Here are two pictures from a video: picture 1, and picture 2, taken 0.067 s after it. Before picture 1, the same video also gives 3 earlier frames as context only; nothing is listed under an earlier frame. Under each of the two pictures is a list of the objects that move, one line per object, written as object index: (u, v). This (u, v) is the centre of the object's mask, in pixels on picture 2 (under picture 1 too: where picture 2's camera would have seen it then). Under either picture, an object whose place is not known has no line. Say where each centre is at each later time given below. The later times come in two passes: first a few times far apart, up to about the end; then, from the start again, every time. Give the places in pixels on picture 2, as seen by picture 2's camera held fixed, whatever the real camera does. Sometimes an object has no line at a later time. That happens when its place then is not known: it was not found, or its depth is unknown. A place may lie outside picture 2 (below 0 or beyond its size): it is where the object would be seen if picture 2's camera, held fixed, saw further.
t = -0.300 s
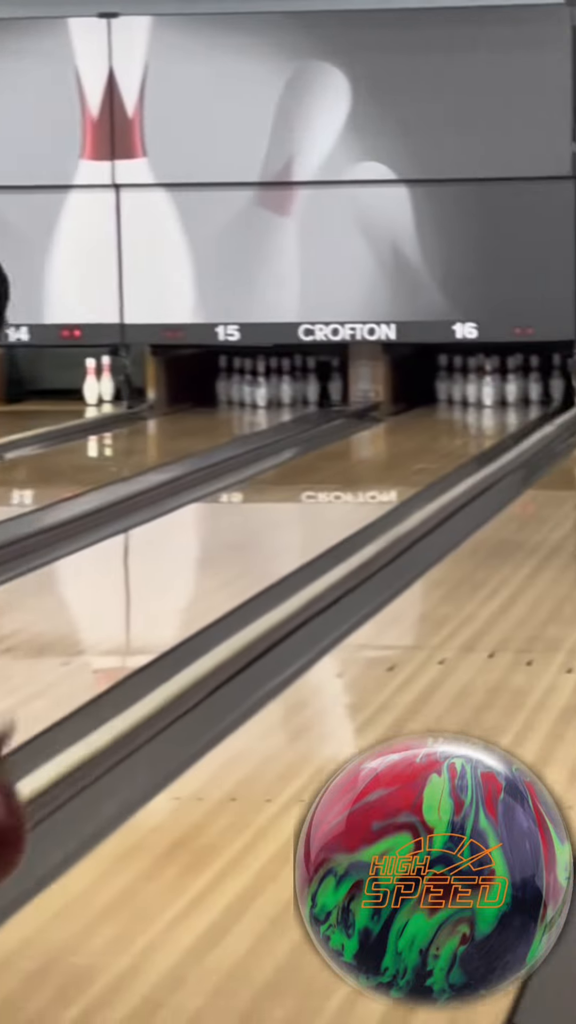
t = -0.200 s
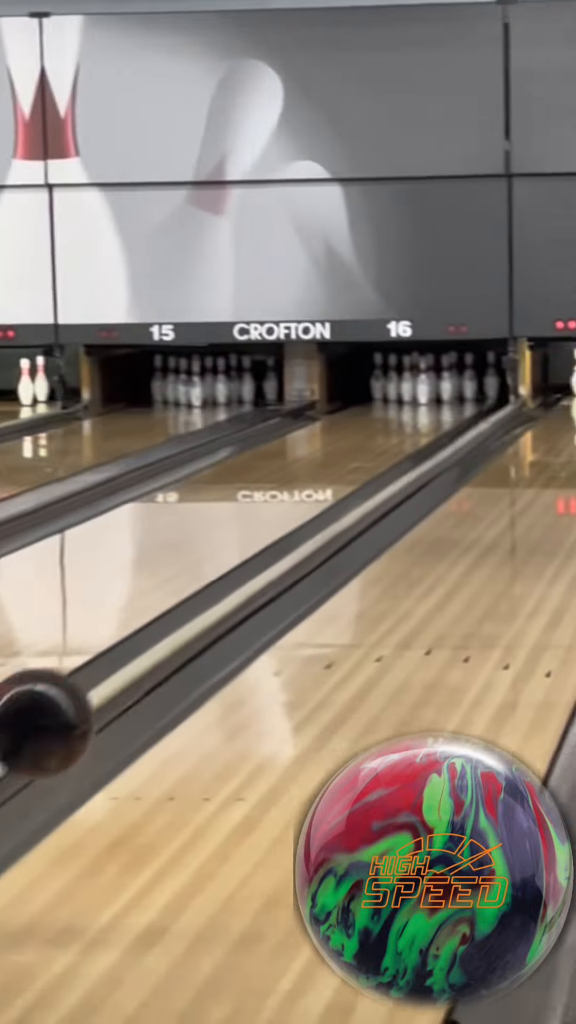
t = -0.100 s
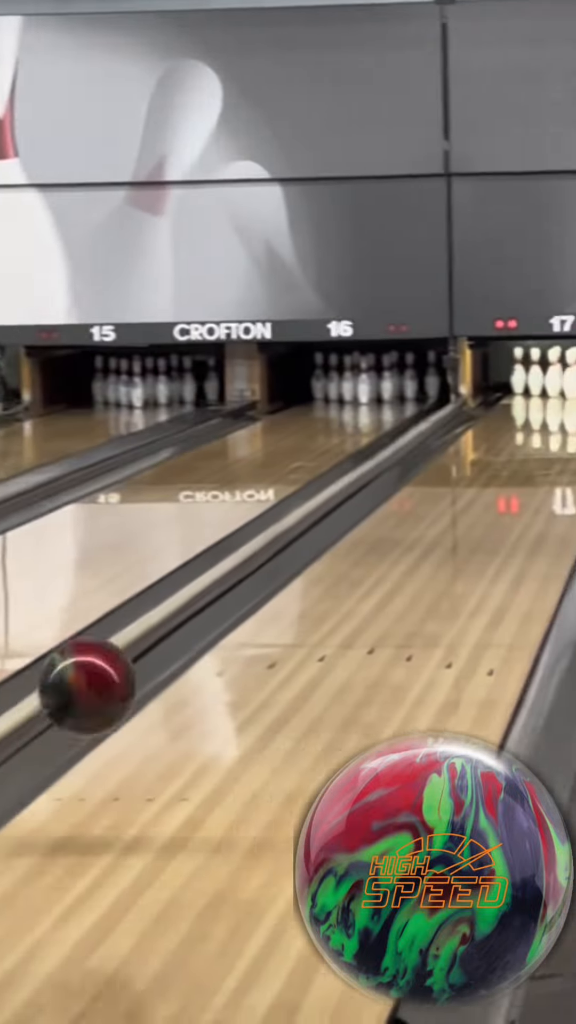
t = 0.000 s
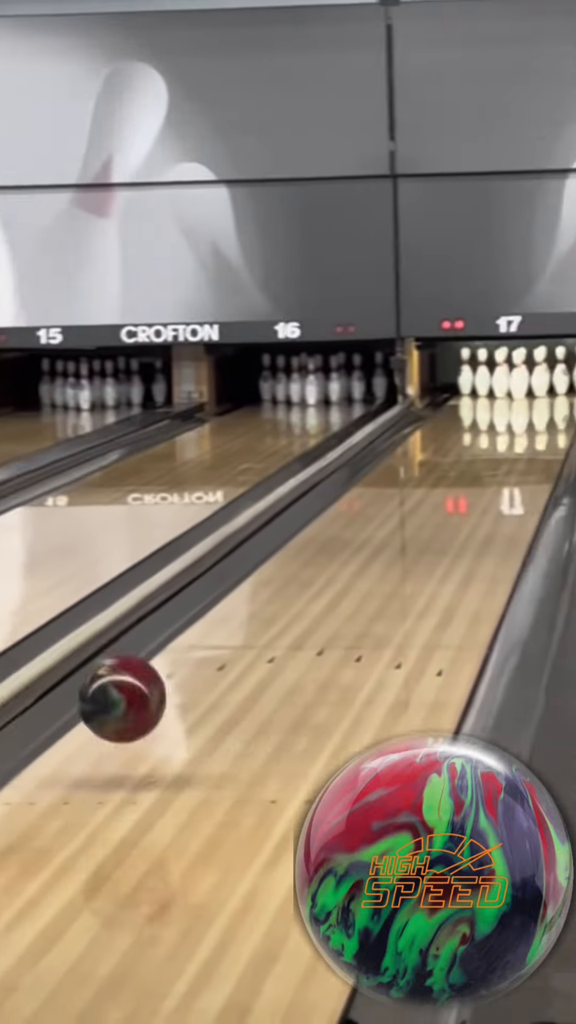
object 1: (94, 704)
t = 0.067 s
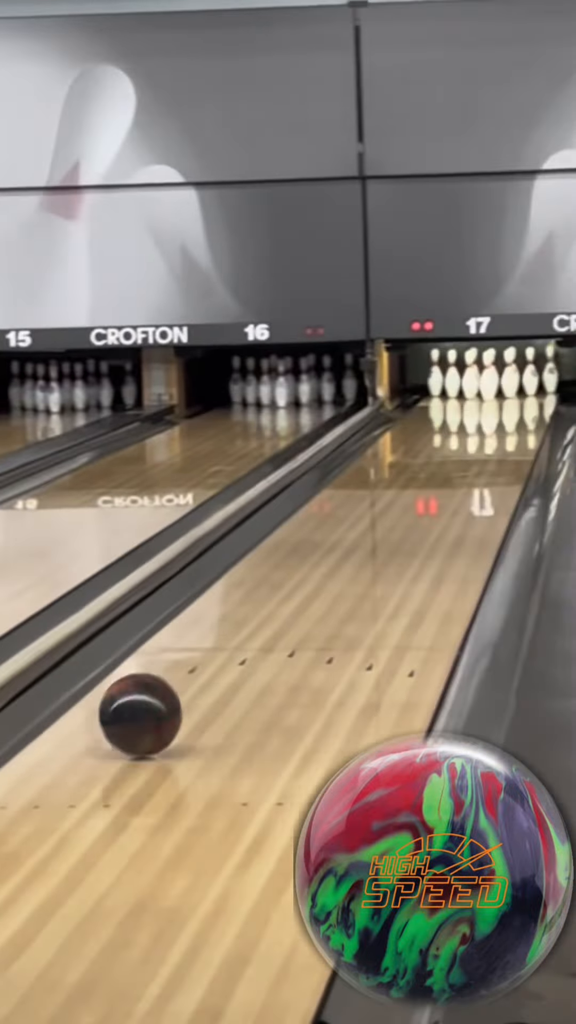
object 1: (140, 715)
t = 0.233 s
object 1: (230, 647)
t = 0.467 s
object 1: (320, 579)
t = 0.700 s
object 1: (384, 529)
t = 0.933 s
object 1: (431, 493)
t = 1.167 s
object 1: (465, 462)
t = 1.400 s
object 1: (491, 438)
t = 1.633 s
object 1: (506, 418)
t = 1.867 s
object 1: (509, 403)
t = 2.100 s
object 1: (501, 390)
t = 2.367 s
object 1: (499, 383)
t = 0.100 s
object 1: (160, 694)
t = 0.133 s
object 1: (179, 679)
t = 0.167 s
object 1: (197, 668)
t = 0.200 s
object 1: (215, 659)
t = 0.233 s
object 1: (230, 647)
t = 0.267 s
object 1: (245, 635)
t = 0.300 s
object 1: (259, 624)
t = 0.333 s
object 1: (273, 614)
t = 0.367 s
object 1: (285, 604)
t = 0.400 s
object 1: (298, 596)
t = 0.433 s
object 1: (309, 587)
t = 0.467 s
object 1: (320, 579)
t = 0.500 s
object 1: (331, 571)
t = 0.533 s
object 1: (340, 563)
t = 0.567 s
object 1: (350, 555)
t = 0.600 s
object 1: (359, 548)
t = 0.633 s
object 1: (368, 542)
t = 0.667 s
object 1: (376, 535)
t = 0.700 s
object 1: (384, 529)
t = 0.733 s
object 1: (392, 523)
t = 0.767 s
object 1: (399, 517)
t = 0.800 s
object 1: (406, 512)
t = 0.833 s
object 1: (412, 507)
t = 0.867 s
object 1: (419, 503)
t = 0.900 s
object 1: (424, 497)
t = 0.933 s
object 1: (431, 493)
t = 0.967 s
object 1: (436, 488)
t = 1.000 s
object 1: (442, 484)
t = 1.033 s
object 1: (447, 479)
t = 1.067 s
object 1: (452, 475)
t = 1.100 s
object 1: (456, 470)
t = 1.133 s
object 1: (460, 467)
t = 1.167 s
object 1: (465, 462)
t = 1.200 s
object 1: (470, 458)
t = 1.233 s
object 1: (474, 454)
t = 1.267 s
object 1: (477, 451)
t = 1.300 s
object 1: (481, 448)
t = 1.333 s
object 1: (485, 444)
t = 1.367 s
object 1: (488, 441)
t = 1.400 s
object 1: (491, 438)
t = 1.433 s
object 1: (494, 435)
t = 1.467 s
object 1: (497, 432)
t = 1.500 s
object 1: (499, 429)
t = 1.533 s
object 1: (501, 426)
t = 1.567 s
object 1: (503, 424)
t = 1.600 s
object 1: (505, 421)
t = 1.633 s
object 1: (506, 418)
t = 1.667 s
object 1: (507, 416)
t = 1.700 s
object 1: (508, 413)
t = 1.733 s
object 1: (509, 411)
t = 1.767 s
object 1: (510, 409)
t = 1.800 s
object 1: (510, 407)
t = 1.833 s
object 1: (510, 406)
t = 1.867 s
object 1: (509, 403)
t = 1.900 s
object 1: (509, 401)
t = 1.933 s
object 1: (508, 400)
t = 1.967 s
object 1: (507, 397)
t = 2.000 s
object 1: (506, 395)
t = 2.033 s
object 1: (504, 393)
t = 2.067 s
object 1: (503, 391)
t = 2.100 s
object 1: (501, 390)
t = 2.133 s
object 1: (499, 388)
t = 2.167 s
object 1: (498, 387)
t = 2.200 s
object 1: (499, 386)
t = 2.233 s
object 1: (499, 385)
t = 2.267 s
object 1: (498, 385)
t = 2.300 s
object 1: (498, 384)
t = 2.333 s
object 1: (499, 383)
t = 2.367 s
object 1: (499, 383)
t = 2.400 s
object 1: (497, 383)
